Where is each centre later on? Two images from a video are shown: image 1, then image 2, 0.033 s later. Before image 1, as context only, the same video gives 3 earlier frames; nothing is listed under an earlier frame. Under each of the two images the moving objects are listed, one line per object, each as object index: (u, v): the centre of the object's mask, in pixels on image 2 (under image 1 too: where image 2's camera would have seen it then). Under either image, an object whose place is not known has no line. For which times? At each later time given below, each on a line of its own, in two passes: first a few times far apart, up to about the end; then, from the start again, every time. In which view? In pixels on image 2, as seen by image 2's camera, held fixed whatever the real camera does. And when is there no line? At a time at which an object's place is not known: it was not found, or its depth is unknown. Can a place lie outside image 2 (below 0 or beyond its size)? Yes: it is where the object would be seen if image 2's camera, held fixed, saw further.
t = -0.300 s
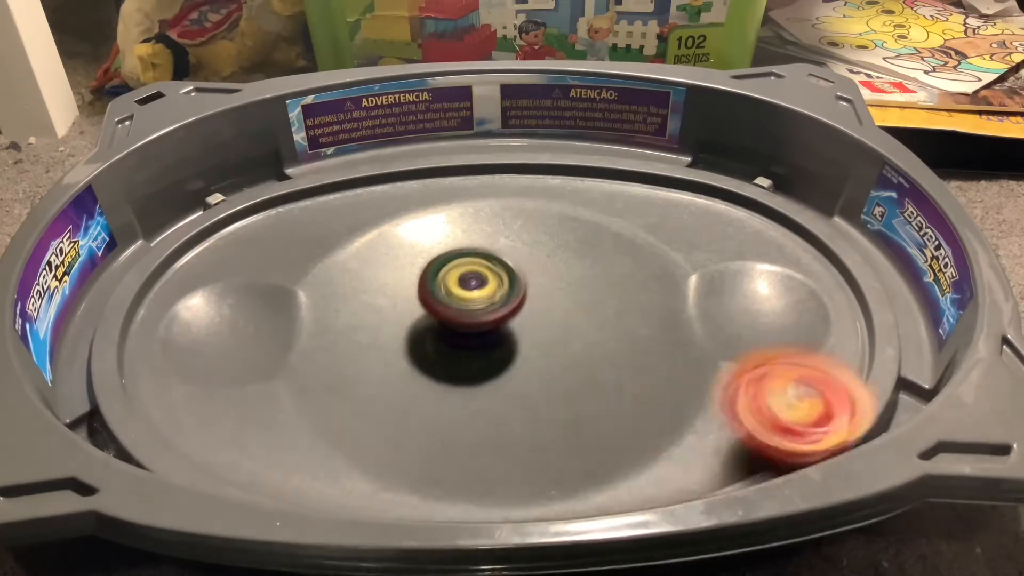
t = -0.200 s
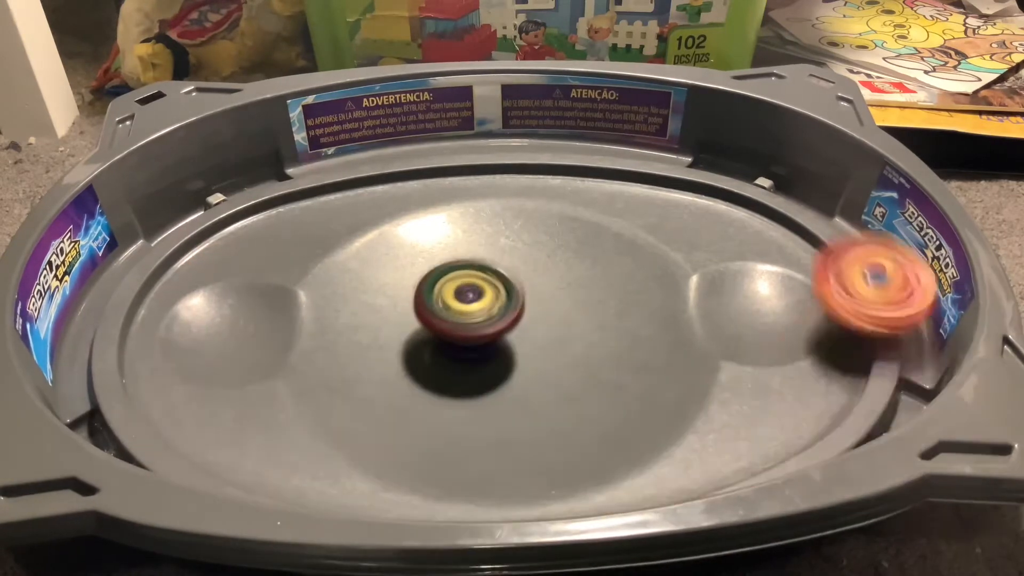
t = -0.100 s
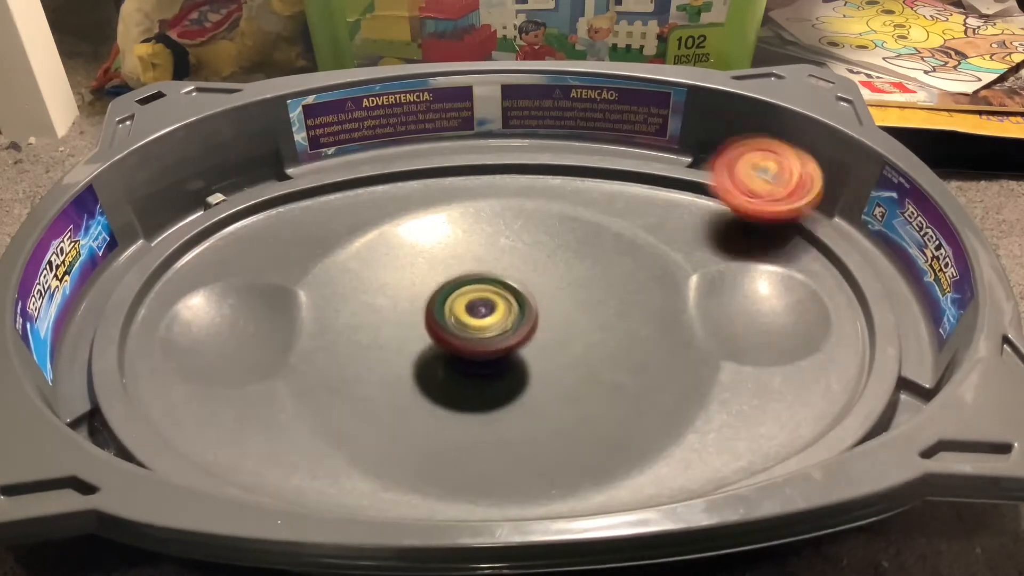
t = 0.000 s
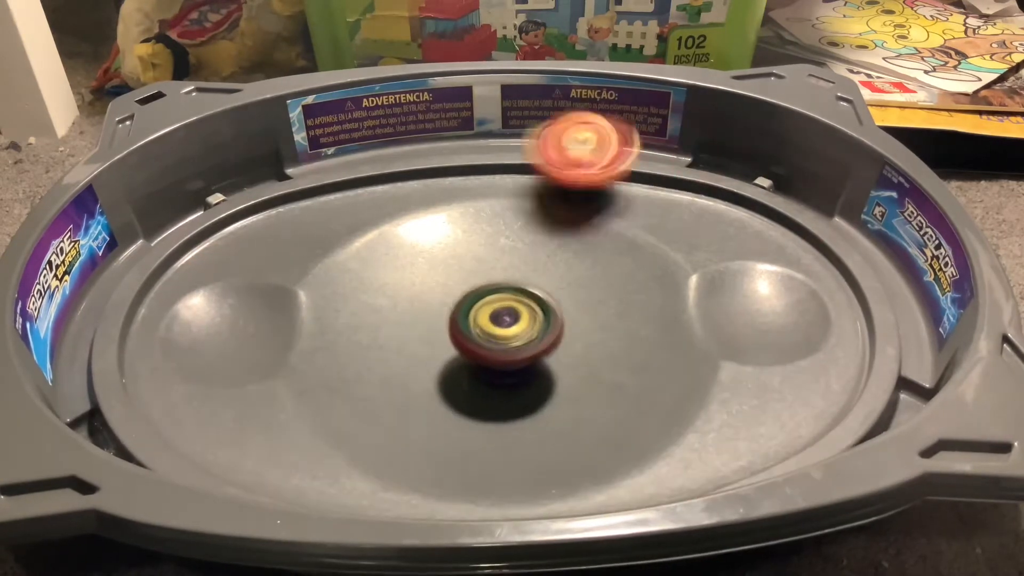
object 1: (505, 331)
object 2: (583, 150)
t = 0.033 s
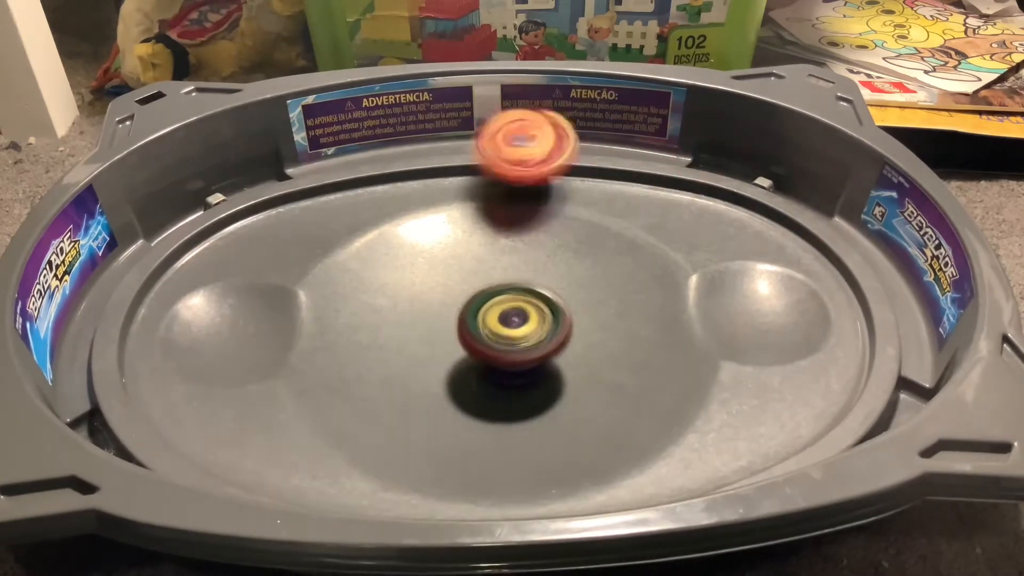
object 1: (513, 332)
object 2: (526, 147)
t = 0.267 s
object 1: (544, 317)
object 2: (259, 212)
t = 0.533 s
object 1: (497, 310)
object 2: (256, 348)
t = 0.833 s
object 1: (469, 342)
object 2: (675, 356)
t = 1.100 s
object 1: (511, 333)
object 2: (712, 157)
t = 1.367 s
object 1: (505, 291)
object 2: (525, 180)
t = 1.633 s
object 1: (478, 319)
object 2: (353, 355)
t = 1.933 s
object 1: (532, 340)
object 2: (691, 320)
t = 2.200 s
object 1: (517, 311)
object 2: (470, 199)
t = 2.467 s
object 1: (459, 314)
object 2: (315, 365)
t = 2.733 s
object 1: (483, 330)
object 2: (654, 368)
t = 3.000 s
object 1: (529, 305)
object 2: (538, 182)
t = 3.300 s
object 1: (491, 300)
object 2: (314, 323)
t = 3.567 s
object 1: (492, 338)
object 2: (632, 394)
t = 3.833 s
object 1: (527, 334)
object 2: (700, 221)
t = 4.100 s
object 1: (497, 303)
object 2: (627, 176)
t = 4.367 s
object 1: (462, 311)
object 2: (447, 225)
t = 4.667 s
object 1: (503, 401)
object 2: (396, 339)
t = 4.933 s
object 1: (611, 397)
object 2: (561, 268)
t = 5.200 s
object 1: (561, 308)
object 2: (468, 257)
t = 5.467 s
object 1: (575, 335)
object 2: (456, 331)
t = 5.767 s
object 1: (593, 349)
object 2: (469, 327)
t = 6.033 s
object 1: (561, 341)
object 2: (475, 291)
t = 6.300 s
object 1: (510, 348)
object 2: (495, 264)
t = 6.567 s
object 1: (440, 327)
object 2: (532, 287)
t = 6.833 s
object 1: (452, 319)
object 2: (564, 304)
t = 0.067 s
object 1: (522, 332)
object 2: (468, 150)
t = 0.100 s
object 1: (529, 331)
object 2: (416, 158)
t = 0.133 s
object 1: (536, 328)
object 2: (373, 166)
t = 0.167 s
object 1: (540, 326)
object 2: (332, 175)
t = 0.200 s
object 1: (544, 323)
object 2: (299, 186)
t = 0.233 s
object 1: (545, 320)
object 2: (276, 198)
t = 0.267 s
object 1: (544, 317)
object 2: (259, 212)
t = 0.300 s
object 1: (542, 314)
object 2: (249, 228)
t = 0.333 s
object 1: (538, 311)
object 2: (243, 246)
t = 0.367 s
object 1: (533, 309)
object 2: (238, 272)
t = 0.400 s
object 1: (528, 308)
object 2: (227, 298)
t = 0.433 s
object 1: (521, 307)
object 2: (222, 318)
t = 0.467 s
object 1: (513, 307)
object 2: (225, 331)
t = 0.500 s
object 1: (505, 308)
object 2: (238, 337)
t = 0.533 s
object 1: (497, 310)
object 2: (256, 348)
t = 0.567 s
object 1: (488, 313)
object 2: (276, 362)
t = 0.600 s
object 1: (481, 316)
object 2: (306, 379)
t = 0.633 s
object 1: (475, 320)
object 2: (347, 399)
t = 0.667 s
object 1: (470, 324)
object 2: (398, 417)
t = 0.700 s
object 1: (467, 325)
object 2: (458, 429)
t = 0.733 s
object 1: (465, 332)
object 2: (525, 427)
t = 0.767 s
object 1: (465, 337)
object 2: (585, 414)
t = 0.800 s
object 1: (467, 340)
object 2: (637, 387)
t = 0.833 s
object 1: (469, 342)
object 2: (675, 356)
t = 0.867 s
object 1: (473, 345)
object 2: (692, 321)
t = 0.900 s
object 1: (478, 346)
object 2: (702, 287)
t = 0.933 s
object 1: (483, 346)
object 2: (710, 255)
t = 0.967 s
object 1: (489, 345)
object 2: (717, 230)
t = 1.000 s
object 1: (495, 344)
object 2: (723, 211)
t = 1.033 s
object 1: (502, 342)
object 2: (728, 191)
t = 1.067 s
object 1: (507, 338)
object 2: (724, 174)
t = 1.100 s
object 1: (511, 333)
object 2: (712, 157)
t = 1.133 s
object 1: (514, 328)
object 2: (690, 159)
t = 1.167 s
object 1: (516, 322)
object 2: (664, 163)
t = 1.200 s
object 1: (517, 316)
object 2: (636, 164)
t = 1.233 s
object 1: (517, 310)
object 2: (613, 165)
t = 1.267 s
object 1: (515, 305)
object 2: (595, 166)
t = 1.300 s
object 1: (513, 300)
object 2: (577, 169)
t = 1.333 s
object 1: (509, 295)
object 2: (554, 174)
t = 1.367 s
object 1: (505, 291)
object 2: (525, 180)
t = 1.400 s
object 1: (499, 288)
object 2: (493, 191)
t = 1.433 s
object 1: (492, 289)
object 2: (457, 205)
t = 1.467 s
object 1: (486, 293)
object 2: (422, 219)
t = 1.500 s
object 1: (481, 298)
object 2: (385, 240)
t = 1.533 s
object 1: (478, 302)
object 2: (361, 265)
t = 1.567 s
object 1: (477, 308)
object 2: (345, 294)
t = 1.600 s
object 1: (476, 314)
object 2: (343, 324)
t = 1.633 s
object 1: (478, 319)
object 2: (353, 355)
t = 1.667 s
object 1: (481, 326)
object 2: (379, 382)
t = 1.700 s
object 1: (487, 330)
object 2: (416, 405)
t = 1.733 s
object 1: (492, 331)
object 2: (462, 421)
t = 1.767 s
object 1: (498, 333)
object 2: (514, 426)
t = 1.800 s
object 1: (505, 336)
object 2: (567, 420)
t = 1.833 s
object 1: (513, 344)
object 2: (616, 404)
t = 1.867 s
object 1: (520, 344)
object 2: (655, 380)
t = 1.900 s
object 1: (527, 343)
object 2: (679, 351)
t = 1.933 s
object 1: (532, 340)
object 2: (691, 320)
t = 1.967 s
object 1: (536, 336)
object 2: (690, 290)
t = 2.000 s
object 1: (538, 333)
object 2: (679, 263)
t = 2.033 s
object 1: (539, 330)
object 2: (656, 240)
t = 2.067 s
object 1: (538, 325)
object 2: (626, 222)
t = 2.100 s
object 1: (536, 320)
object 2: (591, 208)
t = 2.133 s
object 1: (531, 316)
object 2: (551, 199)
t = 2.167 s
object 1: (524, 313)
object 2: (510, 197)
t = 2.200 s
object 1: (517, 311)
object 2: (470, 199)
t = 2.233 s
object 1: (508, 308)
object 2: (430, 206)
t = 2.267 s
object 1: (500, 307)
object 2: (392, 218)
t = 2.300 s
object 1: (491, 306)
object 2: (360, 236)
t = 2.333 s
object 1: (483, 306)
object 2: (332, 258)
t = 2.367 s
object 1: (476, 308)
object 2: (313, 283)
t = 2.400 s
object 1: (468, 310)
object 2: (300, 311)
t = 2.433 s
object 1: (463, 312)
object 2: (301, 337)
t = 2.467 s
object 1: (459, 314)
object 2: (315, 365)
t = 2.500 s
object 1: (456, 318)
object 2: (343, 392)
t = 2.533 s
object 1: (456, 321)
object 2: (382, 414)
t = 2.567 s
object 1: (456, 321)
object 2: (430, 429)
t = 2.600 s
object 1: (459, 324)
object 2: (485, 434)
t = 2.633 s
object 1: (463, 327)
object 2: (538, 430)
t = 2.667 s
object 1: (469, 329)
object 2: (587, 416)
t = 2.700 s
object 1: (476, 330)
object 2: (626, 394)
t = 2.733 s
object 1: (483, 330)
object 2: (654, 368)
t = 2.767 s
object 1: (492, 330)
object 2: (670, 339)
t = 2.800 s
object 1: (499, 328)
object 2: (675, 310)
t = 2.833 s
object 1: (508, 326)
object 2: (669, 281)
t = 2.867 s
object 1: (515, 322)
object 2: (655, 254)
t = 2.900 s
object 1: (520, 318)
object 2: (634, 230)
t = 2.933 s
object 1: (525, 313)
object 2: (607, 209)
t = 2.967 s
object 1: (528, 308)
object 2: (574, 193)
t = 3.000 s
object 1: (529, 305)
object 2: (538, 182)
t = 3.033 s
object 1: (529, 305)
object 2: (500, 177)
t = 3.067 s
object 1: (527, 298)
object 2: (461, 177)
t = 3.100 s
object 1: (523, 296)
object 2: (424, 183)
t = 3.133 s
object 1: (519, 294)
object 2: (388, 196)
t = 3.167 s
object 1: (514, 293)
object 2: (358, 213)
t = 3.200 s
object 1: (509, 293)
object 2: (333, 236)
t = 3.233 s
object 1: (503, 294)
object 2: (316, 264)
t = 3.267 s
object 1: (496, 296)
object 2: (309, 294)
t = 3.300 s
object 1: (491, 300)
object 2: (314, 323)
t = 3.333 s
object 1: (487, 304)
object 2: (330, 354)
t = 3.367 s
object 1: (484, 308)
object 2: (357, 380)
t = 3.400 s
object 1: (481, 314)
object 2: (395, 402)
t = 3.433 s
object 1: (480, 318)
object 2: (441, 419)
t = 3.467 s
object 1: (481, 323)
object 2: (491, 425)
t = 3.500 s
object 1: (484, 327)
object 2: (541, 423)
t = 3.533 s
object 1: (487, 331)
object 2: (590, 413)
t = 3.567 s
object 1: (492, 338)
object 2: (632, 394)
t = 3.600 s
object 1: (496, 341)
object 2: (665, 370)
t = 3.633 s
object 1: (502, 345)
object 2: (687, 343)
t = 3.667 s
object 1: (507, 345)
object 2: (699, 314)
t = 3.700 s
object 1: (513, 345)
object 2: (703, 288)
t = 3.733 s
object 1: (518, 344)
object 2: (705, 264)
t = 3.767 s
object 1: (522, 342)
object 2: (707, 245)
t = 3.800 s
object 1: (525, 338)
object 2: (704, 232)
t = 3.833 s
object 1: (527, 334)
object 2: (700, 221)
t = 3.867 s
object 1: (527, 331)
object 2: (695, 211)
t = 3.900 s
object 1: (526, 326)
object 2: (687, 202)
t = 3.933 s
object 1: (524, 322)
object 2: (679, 194)
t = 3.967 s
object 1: (521, 317)
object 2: (670, 189)
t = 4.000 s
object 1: (517, 313)
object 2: (660, 184)
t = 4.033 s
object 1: (510, 309)
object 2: (648, 180)
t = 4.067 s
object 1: (504, 306)
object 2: (638, 178)
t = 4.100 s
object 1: (497, 303)
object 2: (627, 176)
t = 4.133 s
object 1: (490, 302)
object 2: (616, 175)
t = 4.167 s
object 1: (483, 302)
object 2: (603, 176)
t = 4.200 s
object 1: (477, 302)
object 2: (588, 176)
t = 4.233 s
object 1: (473, 303)
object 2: (564, 180)
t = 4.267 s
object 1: (469, 304)
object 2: (539, 186)
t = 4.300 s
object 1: (465, 306)
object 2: (506, 195)
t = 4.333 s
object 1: (464, 308)
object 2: (474, 209)
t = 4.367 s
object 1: (462, 311)
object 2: (447, 225)
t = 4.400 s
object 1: (460, 320)
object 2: (426, 236)
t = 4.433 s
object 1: (461, 340)
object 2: (408, 234)
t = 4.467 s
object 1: (463, 360)
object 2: (395, 238)
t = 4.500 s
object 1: (467, 372)
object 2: (381, 246)
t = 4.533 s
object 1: (474, 381)
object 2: (369, 258)
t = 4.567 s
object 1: (481, 388)
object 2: (362, 276)
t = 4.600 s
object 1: (488, 395)
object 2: (361, 297)
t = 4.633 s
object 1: (496, 399)
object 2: (375, 321)
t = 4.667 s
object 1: (503, 401)
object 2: (396, 339)
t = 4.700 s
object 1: (516, 404)
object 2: (422, 350)
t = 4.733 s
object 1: (530, 408)
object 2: (449, 348)
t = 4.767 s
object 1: (552, 416)
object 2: (478, 340)
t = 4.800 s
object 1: (568, 416)
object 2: (501, 331)
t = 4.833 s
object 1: (584, 415)
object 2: (524, 318)
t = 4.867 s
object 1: (596, 410)
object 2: (541, 303)
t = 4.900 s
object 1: (606, 405)
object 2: (553, 285)
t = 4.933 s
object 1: (611, 397)
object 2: (561, 268)
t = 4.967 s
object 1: (613, 390)
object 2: (564, 250)
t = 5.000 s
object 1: (612, 380)
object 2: (559, 233)
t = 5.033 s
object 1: (607, 369)
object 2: (550, 220)
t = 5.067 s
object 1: (599, 358)
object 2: (534, 212)
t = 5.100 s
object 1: (591, 346)
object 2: (511, 213)
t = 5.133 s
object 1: (580, 334)
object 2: (493, 222)
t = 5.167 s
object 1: (569, 320)
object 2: (479, 238)
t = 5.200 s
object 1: (561, 308)
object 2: (468, 257)
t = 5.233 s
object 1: (566, 312)
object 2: (445, 257)
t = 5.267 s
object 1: (581, 317)
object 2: (430, 260)
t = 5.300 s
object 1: (584, 316)
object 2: (420, 268)
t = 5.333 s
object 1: (582, 324)
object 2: (416, 282)
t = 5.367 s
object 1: (578, 325)
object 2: (420, 296)
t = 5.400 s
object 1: (577, 332)
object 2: (429, 311)
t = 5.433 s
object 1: (574, 335)
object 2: (443, 323)
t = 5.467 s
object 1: (575, 335)
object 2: (456, 331)
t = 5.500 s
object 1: (587, 339)
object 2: (455, 333)
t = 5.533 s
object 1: (597, 345)
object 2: (452, 336)
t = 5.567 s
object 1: (601, 348)
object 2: (451, 339)
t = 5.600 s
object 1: (602, 348)
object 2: (457, 341)
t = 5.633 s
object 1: (602, 349)
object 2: (460, 343)
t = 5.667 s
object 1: (597, 349)
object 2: (467, 343)
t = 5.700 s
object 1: (593, 349)
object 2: (477, 343)
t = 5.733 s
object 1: (591, 348)
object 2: (473, 336)
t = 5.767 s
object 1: (593, 349)
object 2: (469, 327)
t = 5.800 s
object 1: (596, 352)
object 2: (466, 318)
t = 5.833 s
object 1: (596, 352)
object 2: (460, 306)
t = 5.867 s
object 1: (594, 352)
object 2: (462, 302)
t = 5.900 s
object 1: (592, 352)
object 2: (466, 297)
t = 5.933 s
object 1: (587, 351)
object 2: (468, 295)
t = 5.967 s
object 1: (578, 349)
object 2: (470, 295)
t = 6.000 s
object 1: (570, 344)
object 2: (472, 294)
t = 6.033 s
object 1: (561, 341)
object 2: (475, 291)
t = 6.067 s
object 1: (557, 338)
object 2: (475, 288)
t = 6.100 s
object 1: (547, 336)
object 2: (475, 284)
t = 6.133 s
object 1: (539, 337)
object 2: (472, 277)
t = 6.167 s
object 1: (532, 340)
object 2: (479, 265)
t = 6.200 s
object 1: (526, 342)
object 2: (483, 265)
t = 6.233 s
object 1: (522, 341)
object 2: (490, 264)
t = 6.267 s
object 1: (518, 344)
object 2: (493, 266)
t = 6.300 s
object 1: (510, 348)
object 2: (495, 264)
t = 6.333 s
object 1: (500, 346)
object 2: (503, 264)
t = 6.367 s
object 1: (489, 344)
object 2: (506, 264)
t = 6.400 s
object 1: (481, 340)
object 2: (507, 265)
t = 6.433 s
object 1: (477, 336)
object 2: (506, 269)
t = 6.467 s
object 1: (477, 333)
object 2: (504, 269)
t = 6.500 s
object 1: (472, 330)
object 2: (507, 273)
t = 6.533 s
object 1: (455, 328)
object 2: (519, 278)
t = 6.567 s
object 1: (440, 327)
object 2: (532, 287)
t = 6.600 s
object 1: (431, 331)
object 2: (545, 291)
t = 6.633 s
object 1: (427, 327)
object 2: (558, 296)
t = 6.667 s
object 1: (426, 328)
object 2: (567, 296)
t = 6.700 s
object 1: (430, 325)
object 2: (573, 298)
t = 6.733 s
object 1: (434, 325)
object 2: (574, 299)
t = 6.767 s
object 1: (440, 323)
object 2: (573, 301)
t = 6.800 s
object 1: (446, 321)
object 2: (569, 302)
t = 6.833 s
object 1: (452, 319)
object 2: (564, 304)
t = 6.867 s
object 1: (453, 317)
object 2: (563, 306)
